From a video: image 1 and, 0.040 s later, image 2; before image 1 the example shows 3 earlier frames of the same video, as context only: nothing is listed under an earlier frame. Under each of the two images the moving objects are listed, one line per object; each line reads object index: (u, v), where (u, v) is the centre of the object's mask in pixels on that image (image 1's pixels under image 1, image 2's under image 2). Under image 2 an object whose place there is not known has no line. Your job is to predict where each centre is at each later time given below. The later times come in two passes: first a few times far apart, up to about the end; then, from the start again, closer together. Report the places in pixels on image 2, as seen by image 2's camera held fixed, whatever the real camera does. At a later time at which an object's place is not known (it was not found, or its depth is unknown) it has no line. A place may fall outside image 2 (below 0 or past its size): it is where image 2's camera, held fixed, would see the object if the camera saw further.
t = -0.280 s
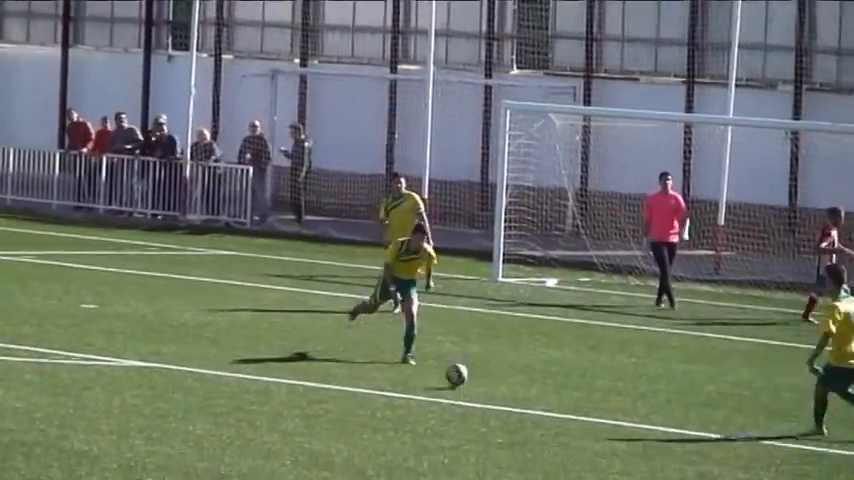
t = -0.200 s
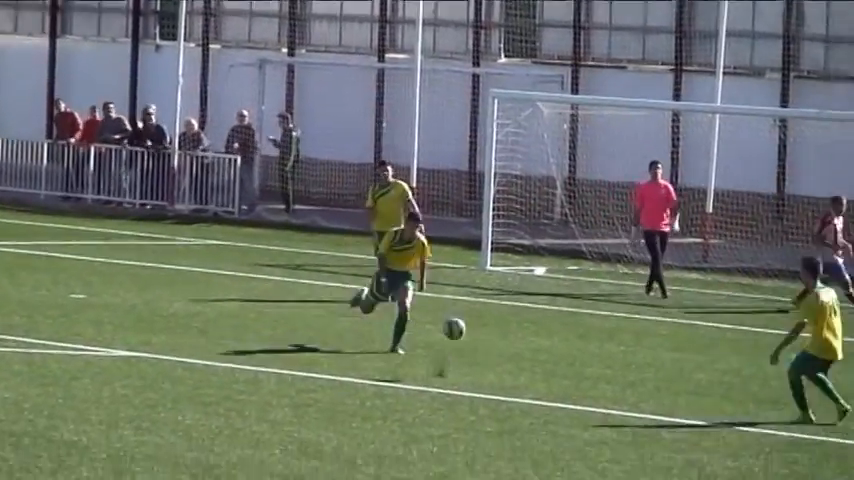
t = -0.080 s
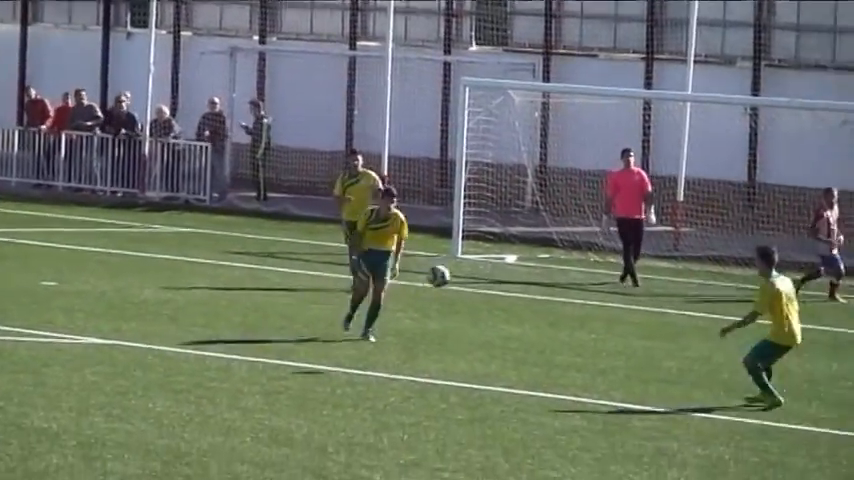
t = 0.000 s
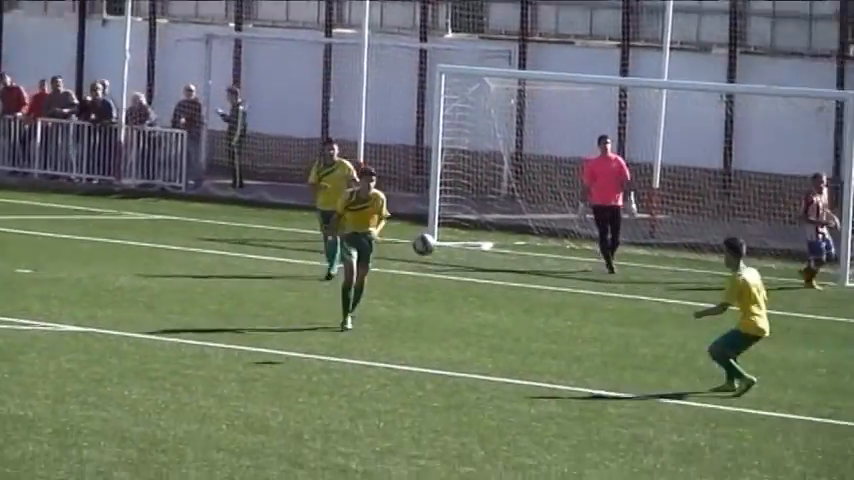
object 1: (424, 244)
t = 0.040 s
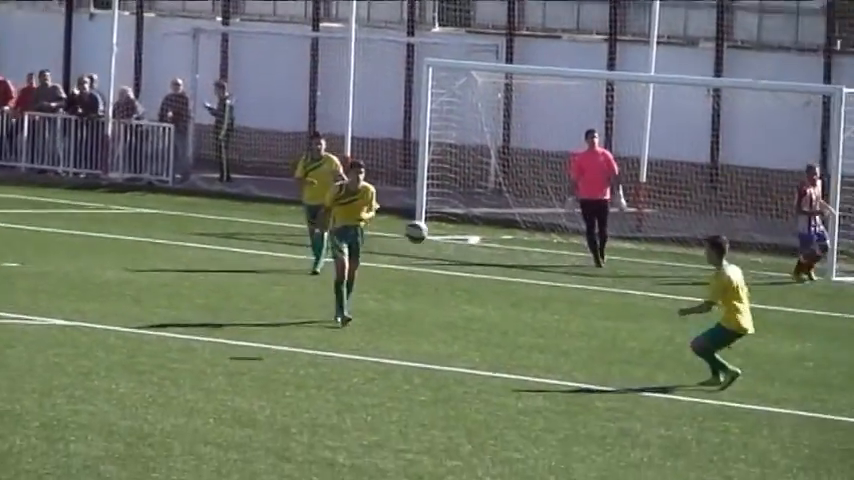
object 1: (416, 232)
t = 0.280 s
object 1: (447, 225)
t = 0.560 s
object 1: (481, 294)
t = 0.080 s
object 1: (422, 226)
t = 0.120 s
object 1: (427, 222)
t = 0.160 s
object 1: (433, 220)
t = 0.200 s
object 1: (437, 219)
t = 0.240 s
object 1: (442, 221)
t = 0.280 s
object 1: (447, 225)
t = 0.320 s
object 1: (453, 230)
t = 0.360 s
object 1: (457, 236)
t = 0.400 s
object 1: (462, 245)
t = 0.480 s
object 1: (472, 266)
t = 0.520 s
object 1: (476, 279)
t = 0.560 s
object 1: (481, 294)
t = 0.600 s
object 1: (487, 311)
